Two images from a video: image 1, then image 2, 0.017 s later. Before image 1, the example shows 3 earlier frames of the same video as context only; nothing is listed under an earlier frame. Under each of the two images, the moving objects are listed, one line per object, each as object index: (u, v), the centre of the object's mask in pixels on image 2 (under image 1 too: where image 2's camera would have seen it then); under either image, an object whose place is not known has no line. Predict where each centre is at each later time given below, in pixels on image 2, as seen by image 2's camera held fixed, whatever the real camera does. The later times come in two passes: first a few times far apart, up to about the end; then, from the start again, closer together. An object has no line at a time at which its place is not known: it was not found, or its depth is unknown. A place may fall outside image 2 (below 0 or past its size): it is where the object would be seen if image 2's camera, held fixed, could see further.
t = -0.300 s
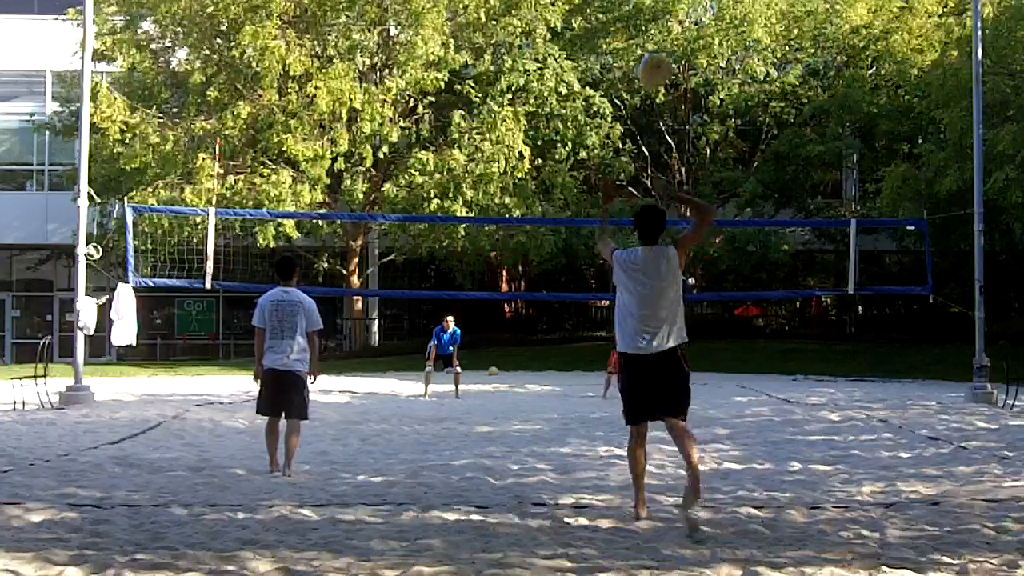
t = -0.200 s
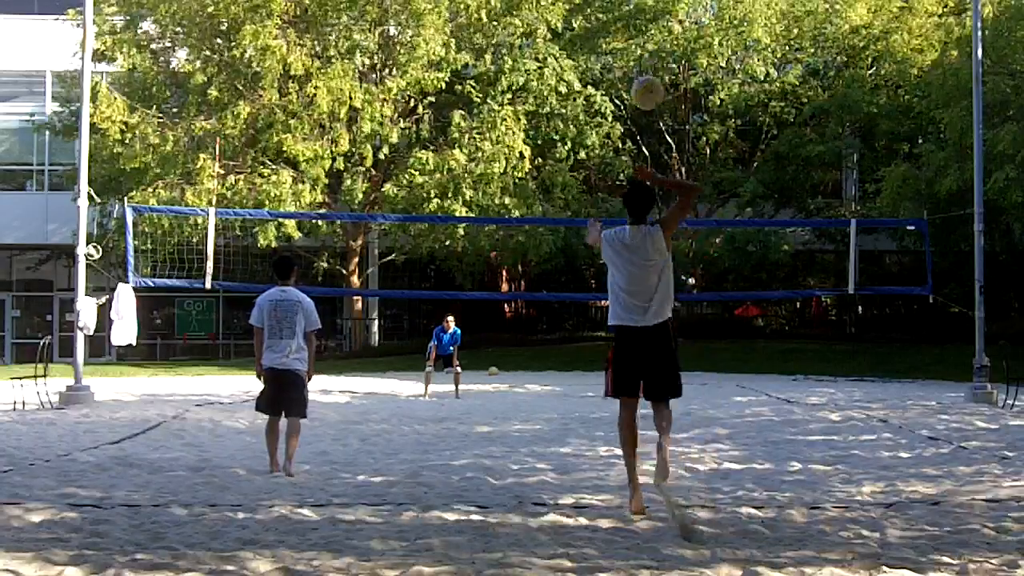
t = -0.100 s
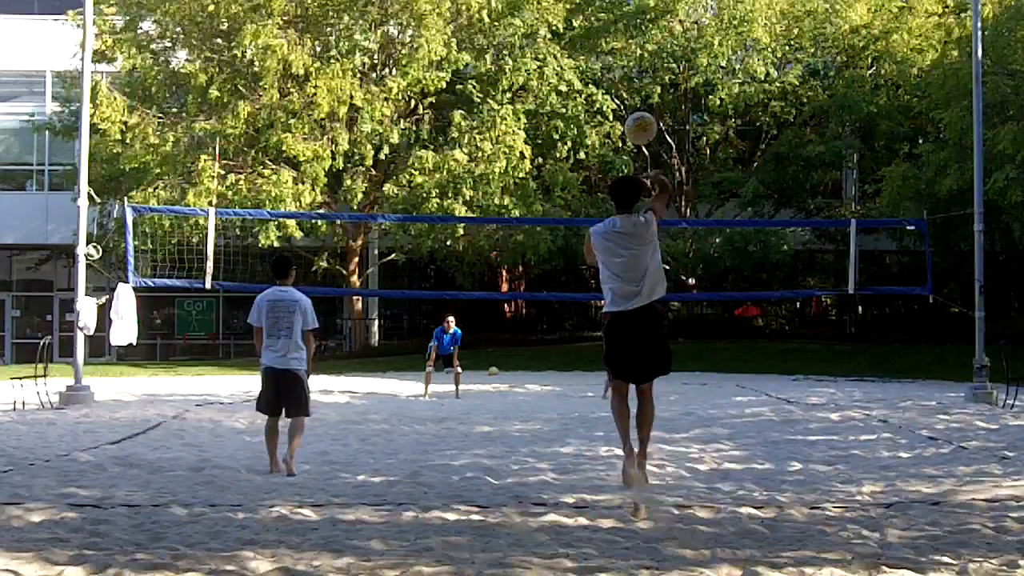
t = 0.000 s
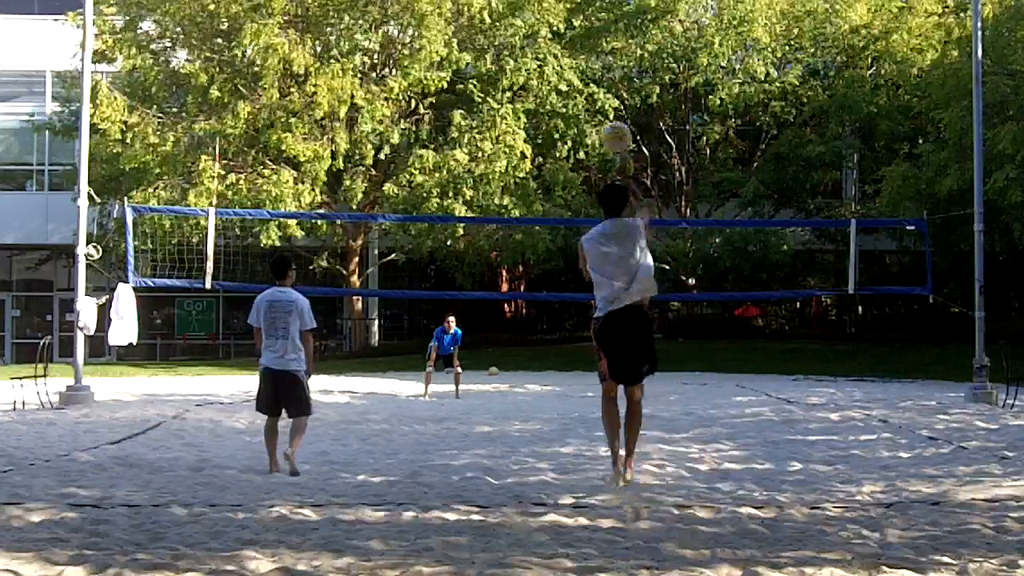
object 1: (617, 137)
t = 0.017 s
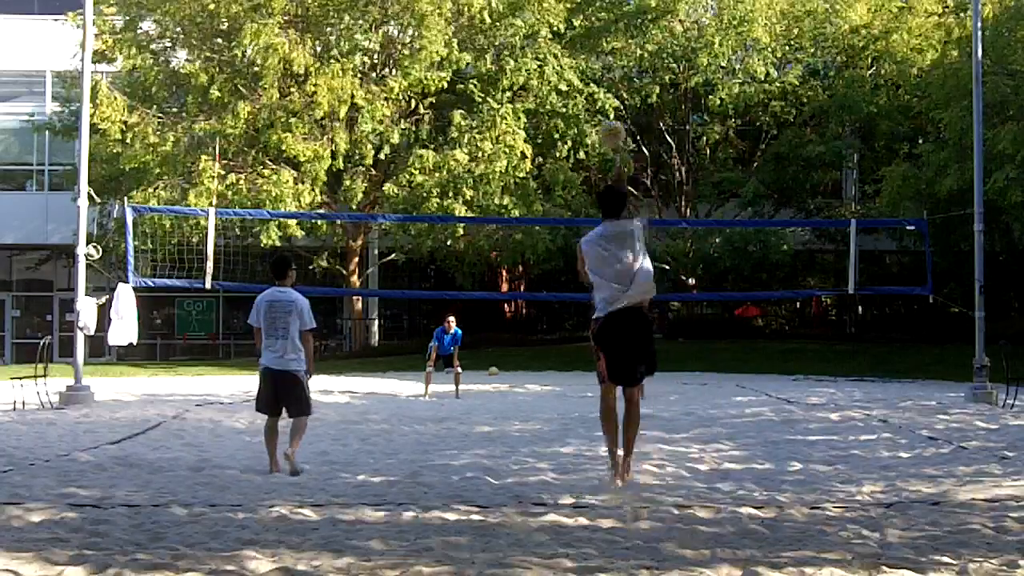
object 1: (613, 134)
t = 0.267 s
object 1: (551, 142)
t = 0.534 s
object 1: (511, 203)
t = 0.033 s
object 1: (605, 132)
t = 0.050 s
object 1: (602, 131)
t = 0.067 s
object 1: (599, 129)
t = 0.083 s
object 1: (590, 128)
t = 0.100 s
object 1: (586, 128)
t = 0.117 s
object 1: (581, 128)
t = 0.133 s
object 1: (577, 129)
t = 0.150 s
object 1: (574, 129)
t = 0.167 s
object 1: (572, 130)
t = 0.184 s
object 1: (566, 131)
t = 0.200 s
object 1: (564, 132)
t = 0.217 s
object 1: (561, 134)
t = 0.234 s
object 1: (556, 137)
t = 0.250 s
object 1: (553, 139)
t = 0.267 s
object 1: (551, 142)
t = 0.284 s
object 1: (547, 144)
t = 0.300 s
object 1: (545, 148)
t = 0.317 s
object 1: (543, 149)
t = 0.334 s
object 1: (542, 154)
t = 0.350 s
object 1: (538, 158)
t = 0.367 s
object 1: (534, 162)
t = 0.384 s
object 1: (532, 166)
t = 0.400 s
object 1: (529, 169)
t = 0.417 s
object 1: (528, 173)
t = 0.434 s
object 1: (527, 177)
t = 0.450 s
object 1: (522, 182)
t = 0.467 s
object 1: (520, 185)
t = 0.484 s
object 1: (518, 190)
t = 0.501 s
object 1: (516, 195)
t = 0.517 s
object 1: (514, 198)
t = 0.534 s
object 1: (511, 203)
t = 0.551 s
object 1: (509, 209)
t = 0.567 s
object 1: (507, 211)
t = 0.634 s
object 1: (498, 233)
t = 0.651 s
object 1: (496, 238)
